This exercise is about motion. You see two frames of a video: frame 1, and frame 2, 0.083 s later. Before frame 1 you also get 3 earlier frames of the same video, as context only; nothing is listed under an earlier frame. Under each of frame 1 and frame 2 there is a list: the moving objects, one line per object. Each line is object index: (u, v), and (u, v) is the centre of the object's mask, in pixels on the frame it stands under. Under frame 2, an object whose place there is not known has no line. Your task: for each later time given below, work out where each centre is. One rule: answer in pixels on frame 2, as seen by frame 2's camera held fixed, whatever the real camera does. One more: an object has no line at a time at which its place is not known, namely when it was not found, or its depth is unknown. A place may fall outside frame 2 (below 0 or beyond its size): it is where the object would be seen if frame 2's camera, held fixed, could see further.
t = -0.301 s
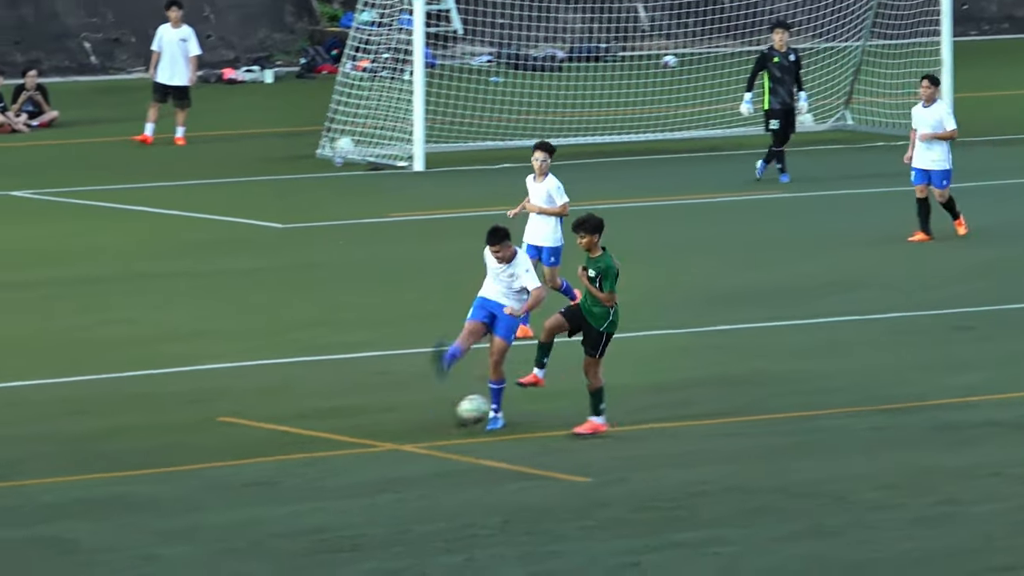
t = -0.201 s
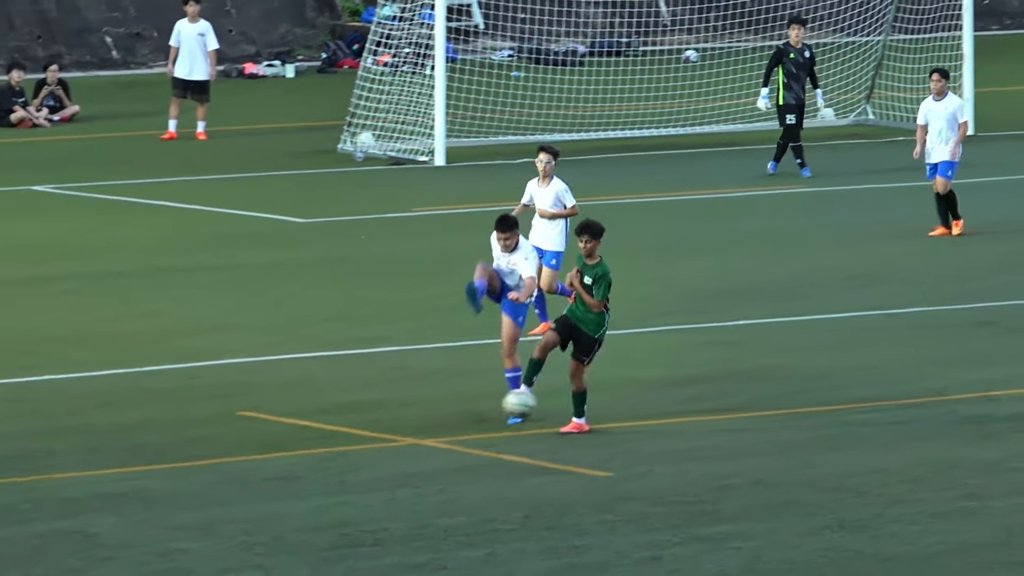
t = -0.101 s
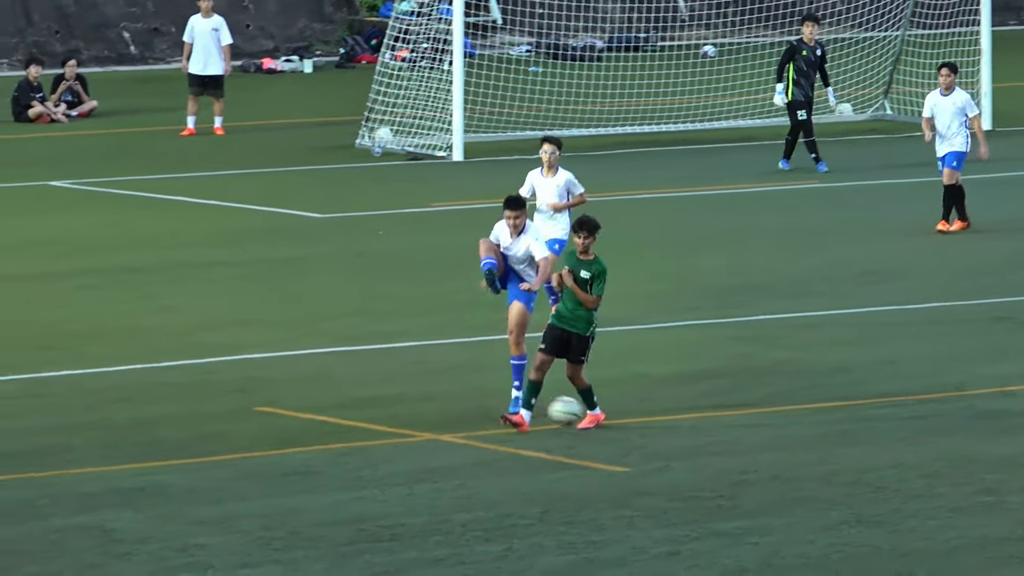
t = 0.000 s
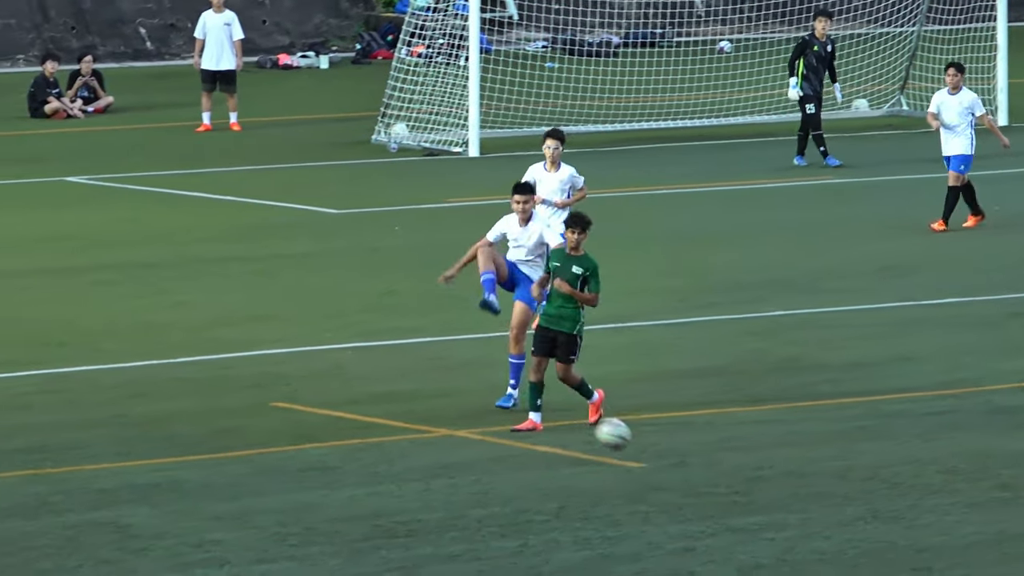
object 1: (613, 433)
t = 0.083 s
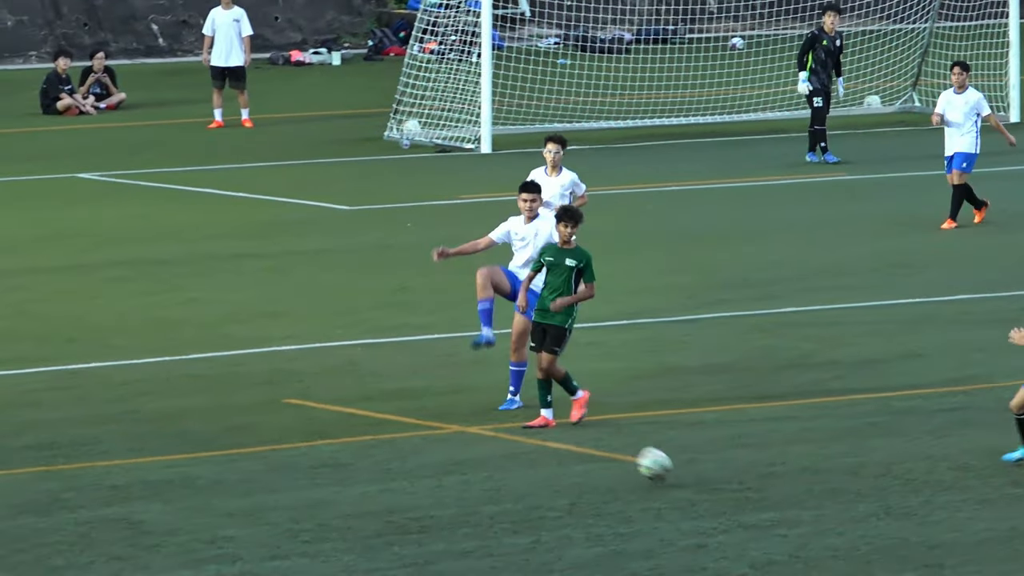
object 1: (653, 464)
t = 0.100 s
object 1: (660, 472)
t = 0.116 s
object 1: (666, 477)
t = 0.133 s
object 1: (671, 476)
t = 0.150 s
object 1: (675, 474)
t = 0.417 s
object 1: (767, 489)
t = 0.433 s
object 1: (774, 493)
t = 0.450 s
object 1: (780, 498)
